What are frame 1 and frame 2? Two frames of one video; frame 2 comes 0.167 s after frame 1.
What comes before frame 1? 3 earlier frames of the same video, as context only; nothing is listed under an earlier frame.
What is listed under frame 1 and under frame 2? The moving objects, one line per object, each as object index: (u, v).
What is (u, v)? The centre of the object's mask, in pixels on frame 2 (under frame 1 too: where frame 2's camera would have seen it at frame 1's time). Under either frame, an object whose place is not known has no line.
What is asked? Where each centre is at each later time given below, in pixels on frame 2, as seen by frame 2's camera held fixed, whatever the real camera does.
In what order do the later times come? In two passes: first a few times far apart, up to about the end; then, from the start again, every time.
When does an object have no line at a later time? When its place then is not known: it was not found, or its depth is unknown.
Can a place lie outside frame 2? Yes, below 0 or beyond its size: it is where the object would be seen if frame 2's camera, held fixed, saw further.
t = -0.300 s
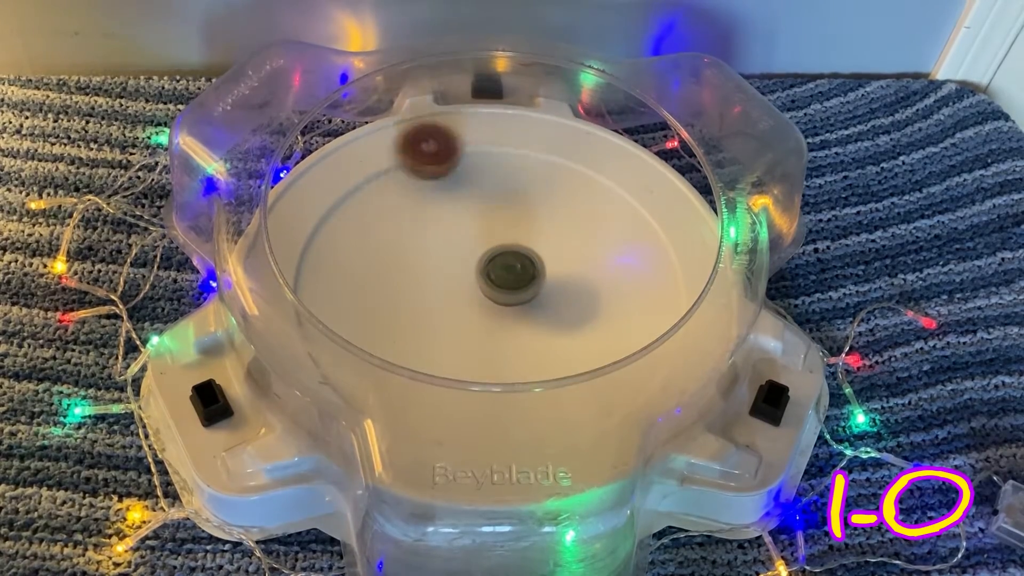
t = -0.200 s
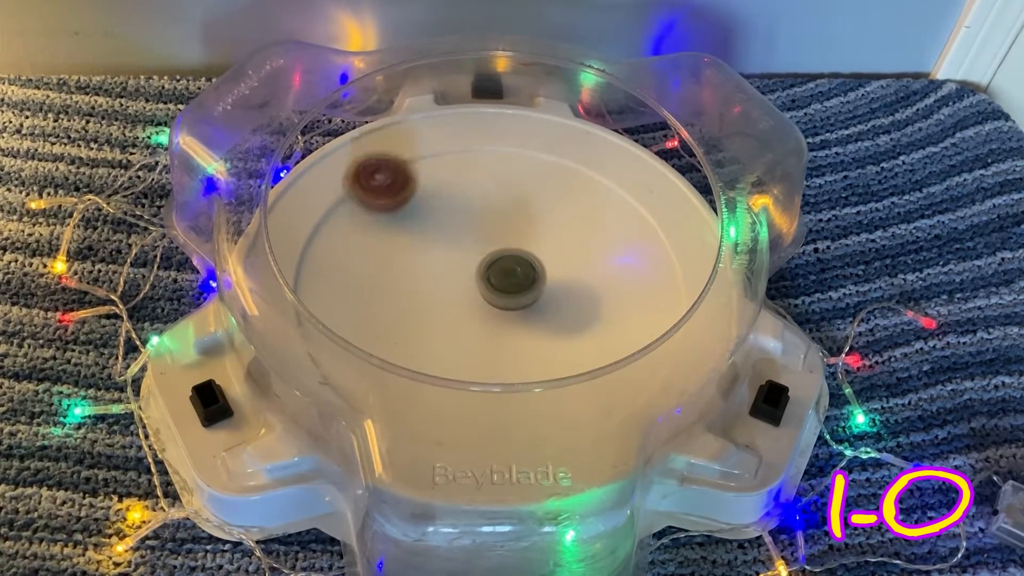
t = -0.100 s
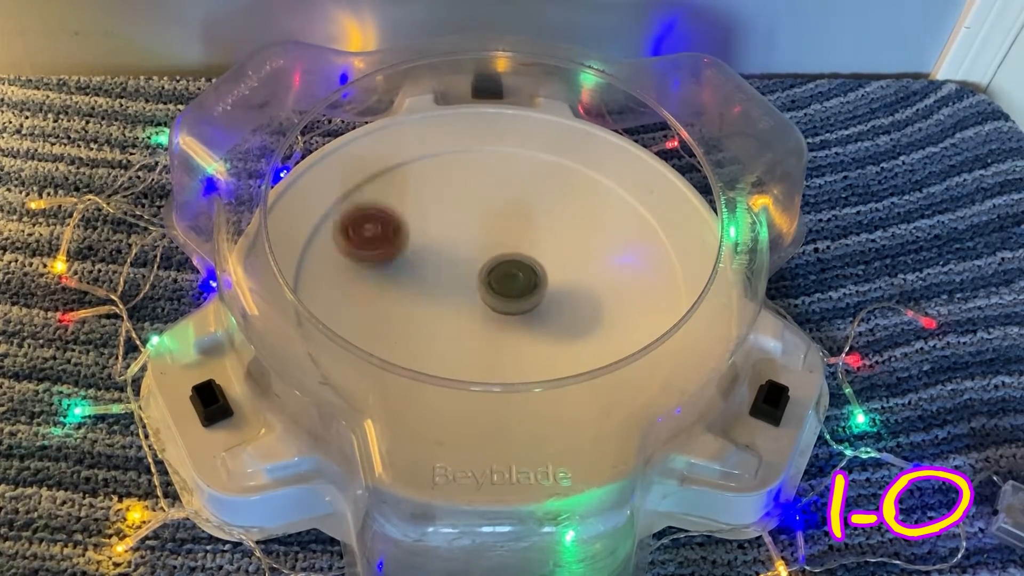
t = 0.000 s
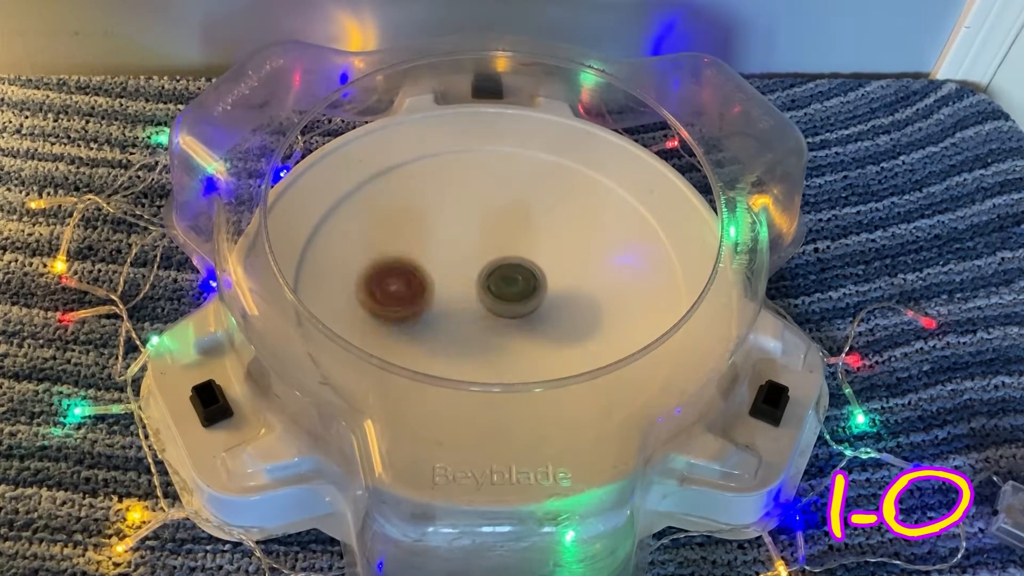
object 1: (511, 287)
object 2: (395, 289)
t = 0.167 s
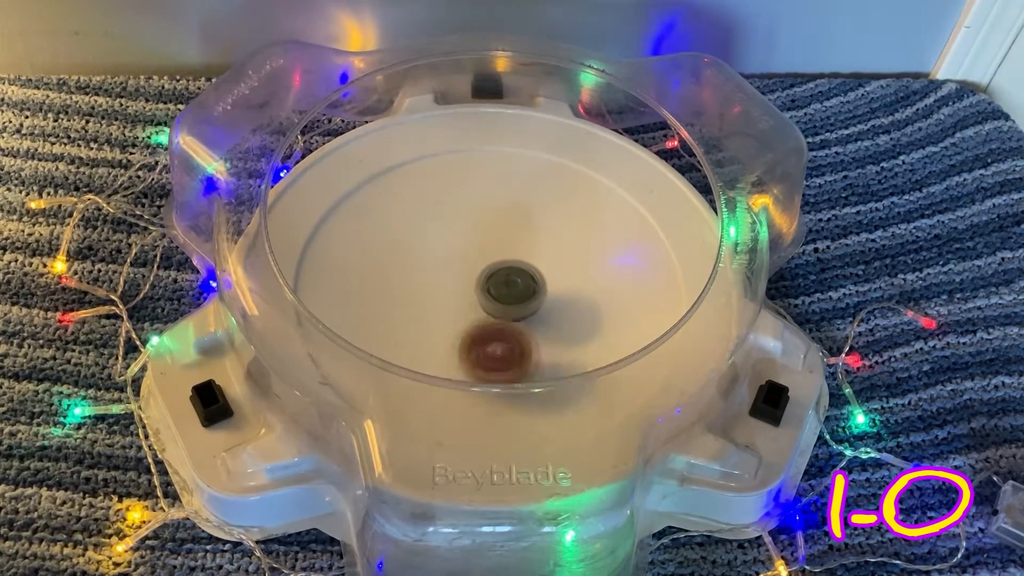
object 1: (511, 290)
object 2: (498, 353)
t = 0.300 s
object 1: (508, 291)
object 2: (594, 339)
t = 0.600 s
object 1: (499, 285)
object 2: (606, 206)
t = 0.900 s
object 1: (497, 277)
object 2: (427, 225)
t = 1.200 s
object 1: (500, 267)
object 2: (416, 365)
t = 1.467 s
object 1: (506, 264)
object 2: (572, 349)
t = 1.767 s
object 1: (494, 269)
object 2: (559, 205)
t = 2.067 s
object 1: (496, 281)
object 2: (425, 181)
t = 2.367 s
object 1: (507, 285)
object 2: (435, 313)
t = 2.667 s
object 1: (513, 277)
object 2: (607, 318)
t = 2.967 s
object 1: (507, 273)
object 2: (553, 213)
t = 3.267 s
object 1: (505, 273)
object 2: (407, 263)
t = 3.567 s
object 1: (507, 279)
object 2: (472, 360)
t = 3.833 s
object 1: (497, 273)
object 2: (583, 294)
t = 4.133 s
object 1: (487, 263)
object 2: (508, 199)
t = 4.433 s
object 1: (497, 260)
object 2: (411, 265)
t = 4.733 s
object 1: (509, 267)
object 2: (526, 345)
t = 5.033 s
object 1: (511, 283)
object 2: (580, 245)
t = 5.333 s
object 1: (505, 292)
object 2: (448, 220)
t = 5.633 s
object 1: (495, 286)
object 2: (432, 322)
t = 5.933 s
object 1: (496, 274)
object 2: (570, 310)
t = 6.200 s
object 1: (489, 265)
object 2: (554, 212)
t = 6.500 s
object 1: (497, 274)
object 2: (447, 220)
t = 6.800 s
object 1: (544, 324)
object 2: (399, 262)
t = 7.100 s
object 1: (578, 334)
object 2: (475, 270)
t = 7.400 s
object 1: (545, 307)
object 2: (474, 217)
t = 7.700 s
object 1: (491, 329)
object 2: (485, 208)
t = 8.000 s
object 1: (493, 315)
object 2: (500, 211)
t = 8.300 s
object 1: (487, 317)
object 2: (544, 246)
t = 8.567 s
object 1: (501, 306)
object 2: (559, 266)
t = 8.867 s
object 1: (484, 293)
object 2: (556, 280)
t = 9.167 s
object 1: (459, 261)
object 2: (538, 304)
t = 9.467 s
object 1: (481, 243)
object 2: (517, 329)
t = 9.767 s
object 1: (541, 239)
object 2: (441, 323)
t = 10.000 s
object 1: (521, 255)
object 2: (458, 295)
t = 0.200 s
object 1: (510, 291)
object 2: (523, 354)
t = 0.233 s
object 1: (510, 291)
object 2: (548, 353)
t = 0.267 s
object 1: (509, 290)
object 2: (574, 347)
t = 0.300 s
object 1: (508, 291)
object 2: (594, 339)
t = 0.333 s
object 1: (506, 291)
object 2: (613, 328)
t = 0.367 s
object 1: (505, 290)
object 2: (629, 314)
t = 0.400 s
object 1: (505, 289)
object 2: (640, 298)
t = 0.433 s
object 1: (504, 289)
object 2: (645, 280)
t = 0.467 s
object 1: (503, 289)
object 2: (645, 263)
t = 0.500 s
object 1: (502, 288)
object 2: (642, 246)
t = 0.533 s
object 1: (501, 287)
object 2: (634, 230)
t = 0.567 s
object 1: (500, 286)
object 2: (621, 217)
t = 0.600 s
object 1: (499, 285)
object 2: (606, 206)
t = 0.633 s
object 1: (499, 284)
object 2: (587, 198)
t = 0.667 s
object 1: (498, 283)
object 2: (567, 193)
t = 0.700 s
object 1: (497, 282)
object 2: (547, 190)
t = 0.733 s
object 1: (496, 282)
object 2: (525, 190)
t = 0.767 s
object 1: (496, 280)
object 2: (502, 194)
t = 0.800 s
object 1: (495, 280)
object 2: (482, 198)
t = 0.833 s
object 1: (496, 279)
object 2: (462, 205)
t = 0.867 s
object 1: (497, 278)
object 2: (443, 215)
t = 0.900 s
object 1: (497, 277)
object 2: (427, 225)
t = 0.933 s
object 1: (497, 275)
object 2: (413, 238)
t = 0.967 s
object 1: (497, 275)
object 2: (401, 253)
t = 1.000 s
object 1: (498, 273)
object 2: (392, 268)
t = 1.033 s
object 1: (498, 272)
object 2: (386, 284)
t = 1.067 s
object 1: (499, 271)
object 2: (384, 303)
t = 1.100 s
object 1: (499, 270)
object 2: (386, 320)
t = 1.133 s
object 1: (499, 269)
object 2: (394, 335)
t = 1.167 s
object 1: (500, 268)
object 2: (405, 346)
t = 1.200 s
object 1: (500, 267)
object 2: (416, 365)
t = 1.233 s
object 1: (501, 267)
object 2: (431, 377)
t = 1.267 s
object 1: (502, 266)
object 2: (452, 385)
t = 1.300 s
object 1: (502, 266)
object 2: (475, 390)
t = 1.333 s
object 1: (503, 265)
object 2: (498, 395)
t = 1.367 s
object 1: (503, 265)
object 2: (521, 385)
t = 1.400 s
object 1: (504, 265)
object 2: (542, 377)
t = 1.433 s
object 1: (505, 264)
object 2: (556, 358)
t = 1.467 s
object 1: (506, 264)
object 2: (572, 349)
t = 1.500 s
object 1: (507, 265)
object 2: (583, 335)
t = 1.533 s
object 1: (507, 265)
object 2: (590, 319)
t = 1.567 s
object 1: (509, 266)
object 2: (591, 301)
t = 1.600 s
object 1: (510, 266)
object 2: (589, 282)
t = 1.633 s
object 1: (510, 267)
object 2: (583, 265)
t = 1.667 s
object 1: (504, 267)
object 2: (582, 249)
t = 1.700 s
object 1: (500, 268)
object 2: (576, 234)
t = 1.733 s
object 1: (497, 268)
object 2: (570, 219)
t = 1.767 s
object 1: (494, 269)
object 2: (559, 205)
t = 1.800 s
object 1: (492, 270)
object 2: (548, 193)
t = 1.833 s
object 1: (490, 271)
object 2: (533, 183)
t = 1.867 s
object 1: (490, 272)
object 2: (519, 175)
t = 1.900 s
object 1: (490, 274)
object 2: (502, 170)
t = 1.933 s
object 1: (491, 275)
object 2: (487, 167)
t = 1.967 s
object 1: (492, 277)
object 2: (469, 166)
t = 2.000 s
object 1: (494, 278)
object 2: (454, 168)
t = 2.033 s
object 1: (495, 280)
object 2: (438, 174)
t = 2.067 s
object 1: (496, 281)
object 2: (425, 181)
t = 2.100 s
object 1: (498, 282)
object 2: (412, 191)
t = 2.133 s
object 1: (499, 282)
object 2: (405, 204)
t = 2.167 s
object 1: (501, 283)
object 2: (399, 218)
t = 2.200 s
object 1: (502, 284)
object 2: (398, 234)
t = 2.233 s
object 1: (503, 283)
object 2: (398, 250)
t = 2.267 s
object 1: (504, 284)
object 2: (403, 267)
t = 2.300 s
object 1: (506, 284)
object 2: (411, 282)
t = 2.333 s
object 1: (507, 285)
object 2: (423, 299)
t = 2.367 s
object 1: (507, 285)
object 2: (435, 313)
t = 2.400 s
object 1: (508, 285)
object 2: (451, 325)
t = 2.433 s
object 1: (509, 284)
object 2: (470, 336)
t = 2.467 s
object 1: (509, 283)
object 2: (491, 344)
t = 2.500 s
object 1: (510, 282)
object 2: (515, 349)
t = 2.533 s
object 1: (511, 281)
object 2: (536, 349)
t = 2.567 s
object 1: (512, 280)
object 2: (558, 345)
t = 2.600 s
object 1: (512, 279)
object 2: (576, 339)
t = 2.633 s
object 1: (512, 278)
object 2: (594, 331)
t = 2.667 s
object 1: (513, 277)
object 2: (607, 318)
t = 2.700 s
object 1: (513, 276)
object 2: (617, 304)
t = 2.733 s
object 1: (512, 275)
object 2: (622, 289)
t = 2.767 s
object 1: (512, 274)
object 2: (622, 274)
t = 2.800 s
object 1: (511, 274)
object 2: (619, 260)
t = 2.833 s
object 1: (511, 274)
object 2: (612, 247)
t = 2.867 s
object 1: (510, 273)
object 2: (600, 235)
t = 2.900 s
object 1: (509, 273)
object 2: (587, 225)
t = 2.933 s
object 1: (508, 273)
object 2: (570, 218)
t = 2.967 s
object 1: (507, 273)
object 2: (553, 213)
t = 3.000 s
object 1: (507, 273)
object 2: (534, 211)
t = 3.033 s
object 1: (506, 273)
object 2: (515, 210)
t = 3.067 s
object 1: (505, 274)
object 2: (497, 212)
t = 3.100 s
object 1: (505, 274)
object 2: (475, 216)
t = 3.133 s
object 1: (506, 273)
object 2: (458, 221)
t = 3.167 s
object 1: (507, 273)
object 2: (443, 229)
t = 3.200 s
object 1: (506, 273)
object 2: (429, 238)
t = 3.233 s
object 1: (505, 273)
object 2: (417, 250)
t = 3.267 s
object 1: (505, 273)
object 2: (407, 263)
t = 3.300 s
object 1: (505, 274)
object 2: (400, 276)
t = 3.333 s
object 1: (506, 274)
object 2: (397, 291)
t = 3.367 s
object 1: (506, 275)
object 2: (397, 305)
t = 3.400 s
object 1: (506, 275)
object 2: (402, 319)
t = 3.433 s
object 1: (506, 275)
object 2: (409, 333)
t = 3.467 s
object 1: (507, 276)
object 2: (421, 343)
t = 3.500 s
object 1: (507, 277)
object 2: (437, 351)
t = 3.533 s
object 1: (507, 278)
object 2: (454, 356)
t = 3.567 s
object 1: (507, 279)
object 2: (472, 360)
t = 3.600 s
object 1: (507, 279)
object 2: (493, 360)
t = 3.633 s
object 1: (507, 280)
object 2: (512, 359)
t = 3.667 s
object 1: (507, 280)
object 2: (529, 355)
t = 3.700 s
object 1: (507, 281)
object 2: (545, 346)
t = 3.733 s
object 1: (507, 280)
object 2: (559, 334)
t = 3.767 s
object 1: (507, 280)
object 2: (567, 319)
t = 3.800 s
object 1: (502, 276)
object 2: (577, 307)
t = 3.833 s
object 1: (497, 273)
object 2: (583, 294)
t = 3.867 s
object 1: (494, 270)
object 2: (585, 279)
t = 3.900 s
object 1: (492, 269)
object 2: (585, 264)
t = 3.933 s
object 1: (490, 268)
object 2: (582, 251)
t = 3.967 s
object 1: (489, 266)
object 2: (575, 237)
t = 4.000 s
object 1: (488, 266)
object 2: (565, 226)
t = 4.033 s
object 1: (488, 264)
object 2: (554, 216)
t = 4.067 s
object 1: (487, 264)
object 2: (541, 209)
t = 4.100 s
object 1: (487, 263)
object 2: (525, 203)
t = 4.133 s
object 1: (487, 263)
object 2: (508, 199)
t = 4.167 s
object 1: (487, 262)
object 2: (493, 197)
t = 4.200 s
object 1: (488, 262)
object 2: (477, 199)
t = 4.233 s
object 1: (488, 261)
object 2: (461, 202)
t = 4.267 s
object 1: (492, 262)
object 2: (447, 208)
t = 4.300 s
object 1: (493, 261)
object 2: (435, 215)
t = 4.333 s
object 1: (494, 260)
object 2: (425, 226)
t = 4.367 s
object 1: (495, 260)
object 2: (416, 237)
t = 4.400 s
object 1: (496, 260)
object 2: (412, 251)
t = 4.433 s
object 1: (497, 260)
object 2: (411, 265)
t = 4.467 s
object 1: (498, 261)
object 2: (412, 279)
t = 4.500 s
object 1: (500, 261)
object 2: (417, 293)
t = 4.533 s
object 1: (501, 261)
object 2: (426, 306)
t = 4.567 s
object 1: (503, 262)
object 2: (439, 319)
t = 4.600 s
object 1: (504, 263)
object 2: (453, 329)
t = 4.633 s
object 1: (505, 264)
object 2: (468, 338)
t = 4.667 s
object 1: (506, 265)
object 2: (486, 343)
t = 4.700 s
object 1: (508, 266)
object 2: (507, 346)
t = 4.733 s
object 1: (509, 267)
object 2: (526, 345)
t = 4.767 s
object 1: (509, 269)
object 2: (543, 340)
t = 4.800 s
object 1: (510, 270)
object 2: (560, 333)
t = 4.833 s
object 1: (511, 272)
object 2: (575, 323)
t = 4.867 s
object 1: (511, 274)
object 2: (584, 311)
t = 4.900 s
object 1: (511, 275)
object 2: (590, 297)
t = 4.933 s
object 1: (511, 278)
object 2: (592, 284)
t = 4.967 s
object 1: (512, 279)
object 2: (591, 270)
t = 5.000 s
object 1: (512, 281)
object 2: (586, 257)
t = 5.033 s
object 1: (511, 283)
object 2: (580, 245)
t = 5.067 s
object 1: (511, 284)
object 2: (570, 234)
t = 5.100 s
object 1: (510, 285)
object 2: (557, 226)
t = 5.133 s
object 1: (510, 286)
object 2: (542, 219)
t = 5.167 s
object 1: (510, 287)
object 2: (527, 214)
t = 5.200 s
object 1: (509, 288)
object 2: (511, 210)
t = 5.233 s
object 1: (508, 289)
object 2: (494, 210)
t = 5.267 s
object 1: (507, 290)
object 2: (478, 211)
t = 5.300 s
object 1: (506, 291)
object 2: (462, 215)
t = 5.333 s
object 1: (505, 292)
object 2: (448, 220)
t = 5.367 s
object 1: (504, 291)
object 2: (436, 227)
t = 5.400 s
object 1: (503, 292)
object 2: (426, 237)
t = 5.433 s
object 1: (502, 291)
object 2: (417, 248)
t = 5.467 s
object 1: (501, 291)
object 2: (412, 259)
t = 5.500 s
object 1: (499, 290)
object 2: (409, 272)
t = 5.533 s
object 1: (498, 290)
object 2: (410, 285)
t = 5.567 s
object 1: (497, 289)
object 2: (415, 298)
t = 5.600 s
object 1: (496, 288)
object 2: (423, 310)
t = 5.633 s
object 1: (495, 286)
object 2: (432, 322)
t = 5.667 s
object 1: (494, 285)
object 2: (445, 331)
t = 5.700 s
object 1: (494, 284)
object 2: (460, 338)
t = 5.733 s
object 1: (494, 282)
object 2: (477, 343)
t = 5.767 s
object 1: (494, 281)
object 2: (497, 345)
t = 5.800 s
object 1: (494, 280)
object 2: (516, 343)
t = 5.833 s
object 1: (494, 278)
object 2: (534, 339)
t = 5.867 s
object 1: (495, 277)
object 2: (549, 331)
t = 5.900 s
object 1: (495, 276)
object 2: (561, 321)
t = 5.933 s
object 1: (496, 274)
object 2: (570, 310)
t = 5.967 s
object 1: (497, 272)
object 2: (575, 297)
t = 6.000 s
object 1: (498, 271)
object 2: (578, 283)
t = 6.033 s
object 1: (499, 270)
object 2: (577, 270)
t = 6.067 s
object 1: (500, 269)
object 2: (574, 257)
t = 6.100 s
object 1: (497, 267)
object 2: (572, 243)
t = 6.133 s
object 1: (493, 266)
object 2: (569, 231)
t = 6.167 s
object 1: (490, 266)
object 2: (562, 222)
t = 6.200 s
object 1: (489, 265)
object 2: (554, 212)
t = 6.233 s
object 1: (487, 264)
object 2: (545, 204)
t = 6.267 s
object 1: (487, 264)
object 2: (533, 199)
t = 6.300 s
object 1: (487, 264)
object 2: (520, 195)
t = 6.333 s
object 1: (488, 265)
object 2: (507, 194)
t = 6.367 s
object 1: (488, 265)
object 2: (493, 195)
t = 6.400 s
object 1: (489, 265)
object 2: (479, 199)
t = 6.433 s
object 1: (491, 268)
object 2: (467, 204)
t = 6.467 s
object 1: (494, 270)
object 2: (457, 212)
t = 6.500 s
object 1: (497, 274)
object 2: (447, 220)
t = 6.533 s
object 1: (506, 288)
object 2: (435, 216)
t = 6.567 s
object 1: (517, 302)
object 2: (423, 217)
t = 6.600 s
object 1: (526, 310)
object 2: (413, 218)
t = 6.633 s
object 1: (533, 318)
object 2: (403, 222)
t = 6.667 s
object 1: (538, 322)
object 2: (397, 228)
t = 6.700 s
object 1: (541, 324)
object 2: (393, 234)
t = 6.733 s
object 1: (543, 325)
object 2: (392, 243)
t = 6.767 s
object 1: (544, 324)
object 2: (394, 252)
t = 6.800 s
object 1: (544, 324)
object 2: (399, 262)
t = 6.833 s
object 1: (543, 323)
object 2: (408, 271)
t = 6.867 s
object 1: (542, 322)
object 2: (420, 280)
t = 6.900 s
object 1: (540, 320)
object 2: (433, 287)
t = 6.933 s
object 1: (538, 318)
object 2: (448, 293)
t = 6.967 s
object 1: (535, 317)
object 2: (462, 296)
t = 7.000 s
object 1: (550, 323)
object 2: (462, 291)
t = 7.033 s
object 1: (564, 330)
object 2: (466, 286)
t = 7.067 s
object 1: (574, 333)
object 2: (471, 277)
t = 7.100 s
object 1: (578, 334)
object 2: (475, 270)
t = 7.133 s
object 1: (579, 333)
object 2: (478, 263)
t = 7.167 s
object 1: (578, 331)
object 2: (480, 256)
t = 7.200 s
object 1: (576, 328)
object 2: (482, 248)
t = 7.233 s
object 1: (573, 325)
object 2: (483, 241)
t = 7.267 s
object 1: (569, 322)
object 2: (483, 235)
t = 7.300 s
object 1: (564, 319)
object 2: (482, 229)
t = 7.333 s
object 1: (558, 315)
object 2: (480, 224)
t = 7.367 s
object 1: (552, 311)
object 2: (478, 220)
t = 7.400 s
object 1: (545, 307)
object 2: (474, 217)
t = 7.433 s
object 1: (538, 303)
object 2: (472, 217)
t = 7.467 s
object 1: (531, 299)
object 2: (472, 218)
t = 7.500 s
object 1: (525, 294)
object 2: (470, 221)
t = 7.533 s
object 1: (520, 290)
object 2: (471, 225)
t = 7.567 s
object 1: (514, 286)
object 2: (473, 230)
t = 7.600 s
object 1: (508, 295)
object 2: (476, 228)
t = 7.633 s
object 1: (502, 309)
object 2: (479, 219)
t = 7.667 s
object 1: (497, 321)
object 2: (482, 215)
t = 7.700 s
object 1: (491, 329)
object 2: (485, 208)
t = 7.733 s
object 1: (487, 334)
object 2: (487, 203)
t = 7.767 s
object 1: (486, 336)
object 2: (489, 200)
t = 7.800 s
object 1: (485, 335)
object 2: (492, 197)
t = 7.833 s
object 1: (486, 333)
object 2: (493, 196)
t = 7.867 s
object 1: (487, 330)
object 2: (494, 195)
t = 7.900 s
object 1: (489, 327)
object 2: (496, 198)
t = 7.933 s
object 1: (490, 323)
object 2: (497, 200)
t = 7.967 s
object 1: (492, 319)
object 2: (499, 204)
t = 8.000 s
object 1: (493, 315)
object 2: (500, 211)
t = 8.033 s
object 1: (495, 311)
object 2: (502, 217)
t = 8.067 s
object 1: (496, 308)
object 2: (505, 225)
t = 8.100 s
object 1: (498, 304)
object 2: (507, 234)
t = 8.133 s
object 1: (499, 300)
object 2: (511, 241)
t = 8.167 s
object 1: (495, 304)
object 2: (517, 244)
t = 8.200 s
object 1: (491, 311)
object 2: (525, 244)
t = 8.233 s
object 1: (488, 316)
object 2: (533, 244)
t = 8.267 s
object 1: (487, 317)
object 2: (538, 245)
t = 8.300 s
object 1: (487, 317)
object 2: (544, 246)
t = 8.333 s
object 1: (489, 315)
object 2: (550, 246)
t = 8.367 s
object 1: (492, 314)
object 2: (553, 249)
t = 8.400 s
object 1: (495, 312)
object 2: (556, 250)
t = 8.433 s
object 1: (497, 311)
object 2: (557, 252)
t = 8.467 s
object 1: (500, 309)
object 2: (558, 255)
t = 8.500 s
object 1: (502, 308)
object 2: (557, 259)
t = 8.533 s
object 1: (504, 306)
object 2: (556, 262)
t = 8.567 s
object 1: (501, 306)
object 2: (559, 266)
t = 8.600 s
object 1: (491, 307)
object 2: (562, 267)
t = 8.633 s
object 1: (485, 306)
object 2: (567, 268)
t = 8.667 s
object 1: (482, 305)
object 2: (569, 268)
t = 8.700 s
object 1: (480, 303)
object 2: (571, 269)
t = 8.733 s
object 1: (479, 301)
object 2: (571, 271)
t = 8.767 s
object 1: (481, 299)
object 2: (569, 273)
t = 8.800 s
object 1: (482, 297)
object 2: (567, 275)
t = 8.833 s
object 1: (483, 295)
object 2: (561, 277)
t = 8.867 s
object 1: (484, 293)
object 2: (556, 280)
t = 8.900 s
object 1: (475, 292)
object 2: (556, 282)
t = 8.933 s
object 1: (467, 289)
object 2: (556, 285)
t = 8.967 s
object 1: (463, 286)
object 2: (556, 286)
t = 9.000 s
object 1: (462, 284)
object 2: (553, 288)
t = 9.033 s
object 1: (463, 281)
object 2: (550, 291)
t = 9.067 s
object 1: (464, 278)
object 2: (544, 293)
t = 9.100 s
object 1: (465, 276)
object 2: (539, 295)
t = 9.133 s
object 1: (465, 271)
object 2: (537, 300)
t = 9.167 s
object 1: (459, 261)
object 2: (538, 304)
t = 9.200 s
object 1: (456, 257)
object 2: (538, 312)
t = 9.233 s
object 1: (457, 252)
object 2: (538, 316)
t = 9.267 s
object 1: (458, 248)
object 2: (537, 321)
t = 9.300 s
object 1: (461, 246)
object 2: (535, 324)
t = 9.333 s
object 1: (465, 245)
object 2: (533, 327)
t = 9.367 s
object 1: (469, 243)
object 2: (529, 329)
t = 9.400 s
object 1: (472, 243)
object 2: (527, 330)
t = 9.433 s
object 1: (477, 243)
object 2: (522, 330)
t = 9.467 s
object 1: (481, 243)
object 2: (517, 329)
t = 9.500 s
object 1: (485, 245)
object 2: (511, 328)
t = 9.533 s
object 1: (489, 248)
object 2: (506, 326)
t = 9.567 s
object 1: (494, 250)
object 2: (500, 324)
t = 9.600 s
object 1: (498, 255)
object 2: (496, 322)
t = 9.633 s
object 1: (501, 258)
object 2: (490, 318)
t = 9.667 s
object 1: (513, 254)
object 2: (471, 323)
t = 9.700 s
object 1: (526, 247)
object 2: (459, 324)
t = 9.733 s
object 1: (535, 242)
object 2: (447, 324)
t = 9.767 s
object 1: (541, 239)
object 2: (441, 323)
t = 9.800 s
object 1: (544, 239)
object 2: (443, 321)
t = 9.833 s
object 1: (545, 239)
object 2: (444, 316)
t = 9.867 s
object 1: (543, 243)
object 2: (444, 311)
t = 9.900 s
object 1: (539, 246)
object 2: (449, 311)
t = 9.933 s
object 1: (533, 249)
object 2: (452, 305)
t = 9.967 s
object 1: (528, 252)
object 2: (453, 298)
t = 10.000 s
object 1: (521, 255)
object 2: (458, 295)
